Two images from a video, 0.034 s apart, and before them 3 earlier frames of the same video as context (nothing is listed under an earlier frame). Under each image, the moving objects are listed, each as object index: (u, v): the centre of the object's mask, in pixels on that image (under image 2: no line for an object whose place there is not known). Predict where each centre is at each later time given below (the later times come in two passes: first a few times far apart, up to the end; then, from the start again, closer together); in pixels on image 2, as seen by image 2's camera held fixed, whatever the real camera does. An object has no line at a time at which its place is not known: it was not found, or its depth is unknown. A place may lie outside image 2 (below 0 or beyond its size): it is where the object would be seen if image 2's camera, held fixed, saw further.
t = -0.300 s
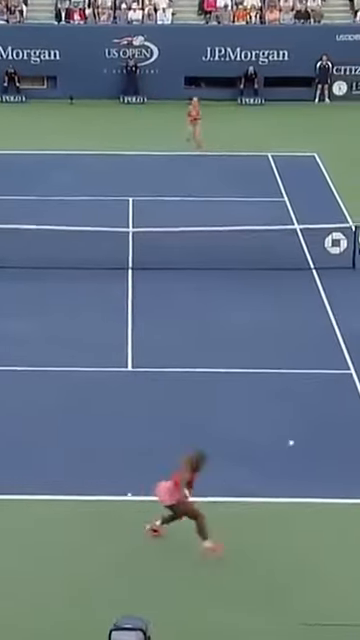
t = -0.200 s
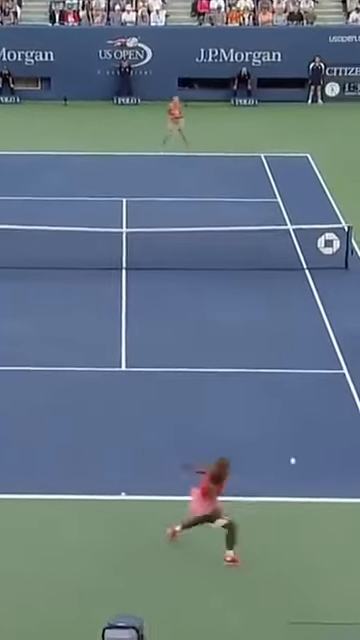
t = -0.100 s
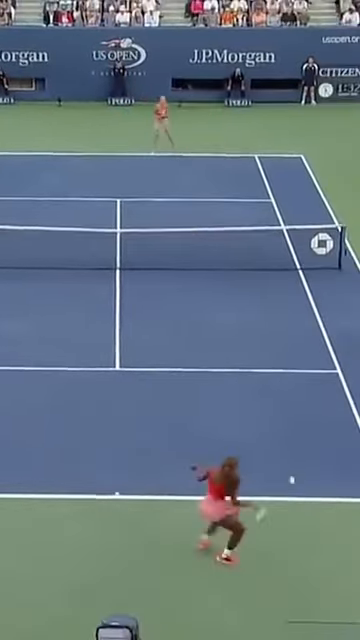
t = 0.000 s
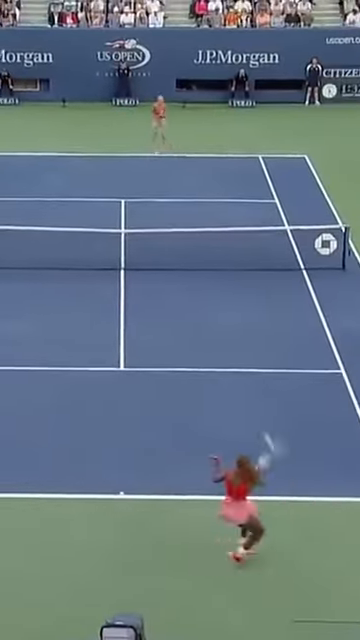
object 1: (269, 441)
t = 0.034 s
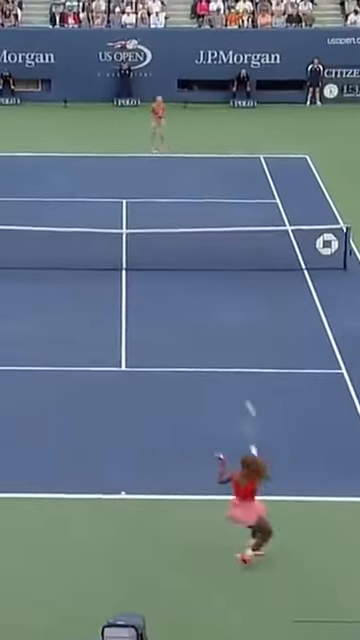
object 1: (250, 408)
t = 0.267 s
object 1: (151, 261)
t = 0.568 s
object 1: (90, 201)
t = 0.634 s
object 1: (79, 197)
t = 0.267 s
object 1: (151, 261)
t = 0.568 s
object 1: (90, 201)
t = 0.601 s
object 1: (83, 198)
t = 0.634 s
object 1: (79, 197)
